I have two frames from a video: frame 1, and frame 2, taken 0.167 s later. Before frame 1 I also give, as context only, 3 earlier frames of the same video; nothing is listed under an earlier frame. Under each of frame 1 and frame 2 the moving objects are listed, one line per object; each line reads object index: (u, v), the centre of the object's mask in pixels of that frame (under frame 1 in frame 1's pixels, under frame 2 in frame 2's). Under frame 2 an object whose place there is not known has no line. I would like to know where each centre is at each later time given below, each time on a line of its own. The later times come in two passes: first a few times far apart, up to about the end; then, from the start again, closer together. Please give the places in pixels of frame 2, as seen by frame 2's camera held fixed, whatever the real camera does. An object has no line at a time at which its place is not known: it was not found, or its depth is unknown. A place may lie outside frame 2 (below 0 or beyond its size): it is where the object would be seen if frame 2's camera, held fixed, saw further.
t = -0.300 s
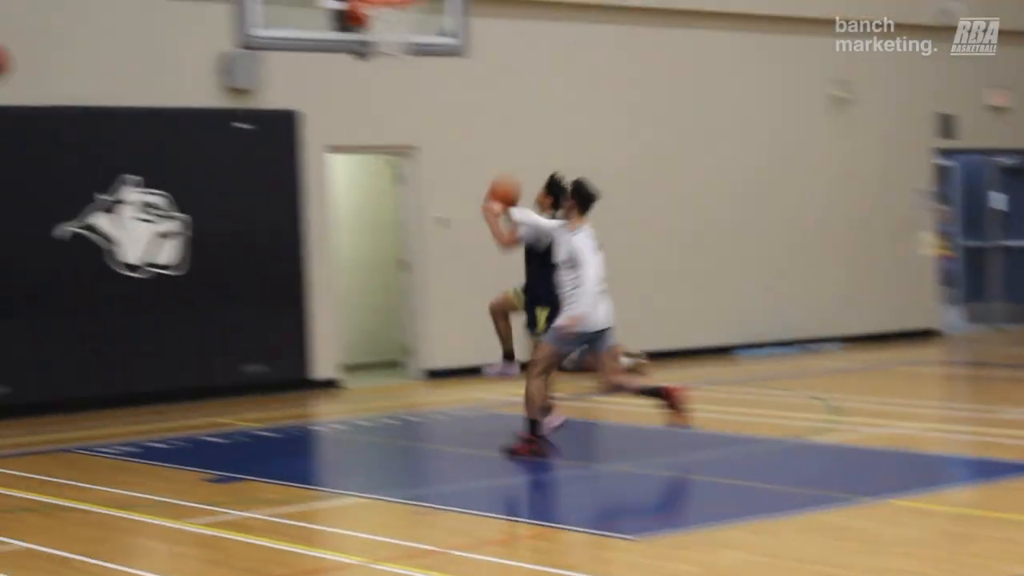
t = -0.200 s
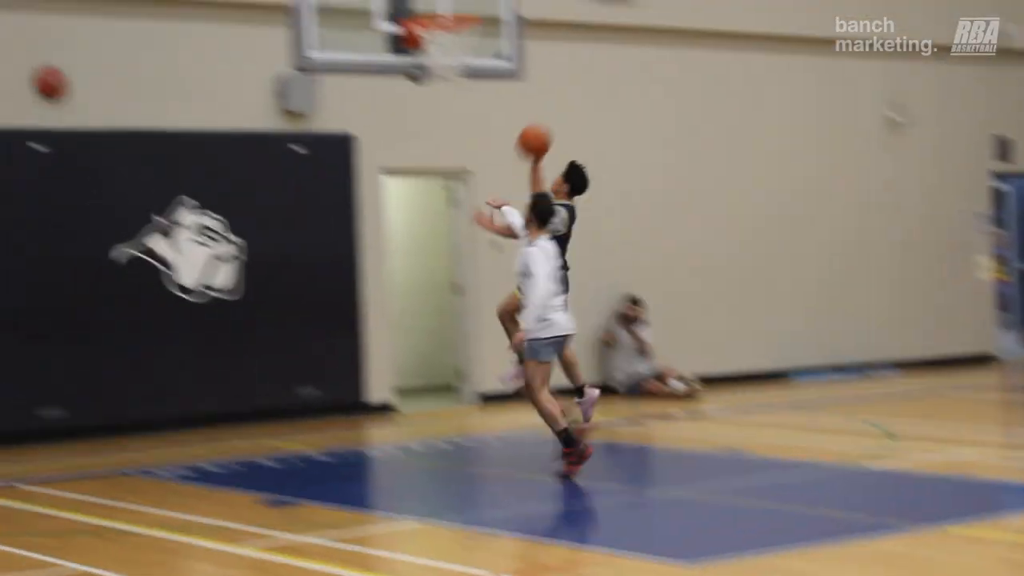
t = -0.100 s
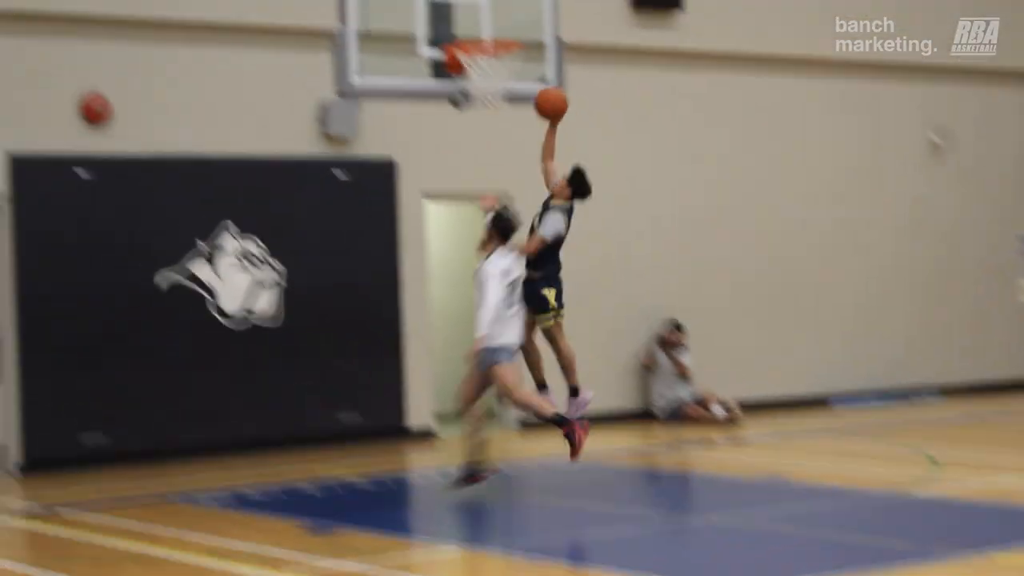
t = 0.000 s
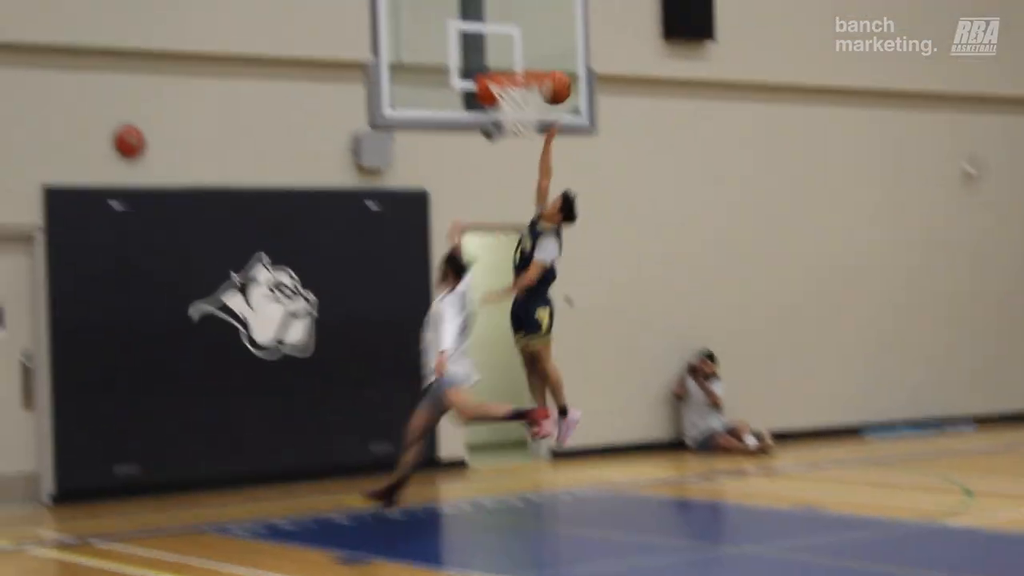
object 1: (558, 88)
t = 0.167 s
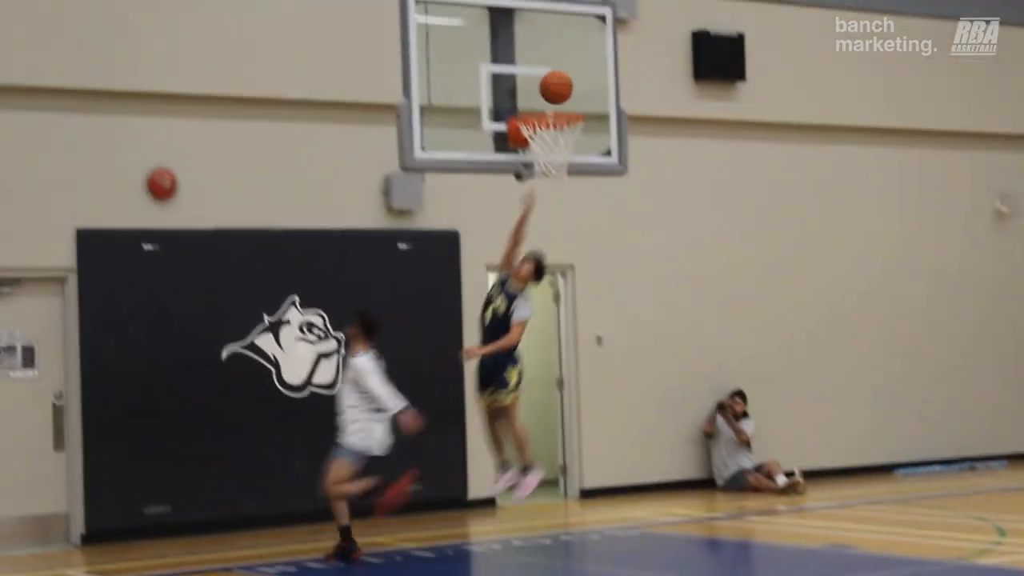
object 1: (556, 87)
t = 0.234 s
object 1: (555, 85)
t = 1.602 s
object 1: (536, 344)
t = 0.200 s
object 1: (555, 85)
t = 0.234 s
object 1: (555, 85)
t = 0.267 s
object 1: (554, 85)
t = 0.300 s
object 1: (554, 88)
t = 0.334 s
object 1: (554, 92)
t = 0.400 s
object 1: (554, 102)
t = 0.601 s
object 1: (556, 173)
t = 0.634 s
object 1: (556, 176)
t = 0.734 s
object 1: (555, 202)
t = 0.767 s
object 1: (555, 217)
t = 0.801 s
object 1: (556, 233)
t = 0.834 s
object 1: (555, 249)
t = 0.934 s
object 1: (557, 310)
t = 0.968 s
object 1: (558, 334)
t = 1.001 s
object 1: (557, 360)
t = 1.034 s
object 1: (558, 385)
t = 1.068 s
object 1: (558, 413)
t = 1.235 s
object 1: (559, 516)
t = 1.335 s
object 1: (552, 453)
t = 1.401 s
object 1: (547, 415)
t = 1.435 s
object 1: (545, 400)
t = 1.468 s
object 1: (543, 386)
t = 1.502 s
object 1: (541, 372)
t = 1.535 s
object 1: (539, 362)
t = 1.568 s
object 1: (537, 352)
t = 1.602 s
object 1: (536, 344)
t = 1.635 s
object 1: (534, 337)
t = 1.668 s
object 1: (532, 331)
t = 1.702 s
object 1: (530, 328)
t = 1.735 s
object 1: (529, 325)
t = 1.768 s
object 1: (527, 324)
